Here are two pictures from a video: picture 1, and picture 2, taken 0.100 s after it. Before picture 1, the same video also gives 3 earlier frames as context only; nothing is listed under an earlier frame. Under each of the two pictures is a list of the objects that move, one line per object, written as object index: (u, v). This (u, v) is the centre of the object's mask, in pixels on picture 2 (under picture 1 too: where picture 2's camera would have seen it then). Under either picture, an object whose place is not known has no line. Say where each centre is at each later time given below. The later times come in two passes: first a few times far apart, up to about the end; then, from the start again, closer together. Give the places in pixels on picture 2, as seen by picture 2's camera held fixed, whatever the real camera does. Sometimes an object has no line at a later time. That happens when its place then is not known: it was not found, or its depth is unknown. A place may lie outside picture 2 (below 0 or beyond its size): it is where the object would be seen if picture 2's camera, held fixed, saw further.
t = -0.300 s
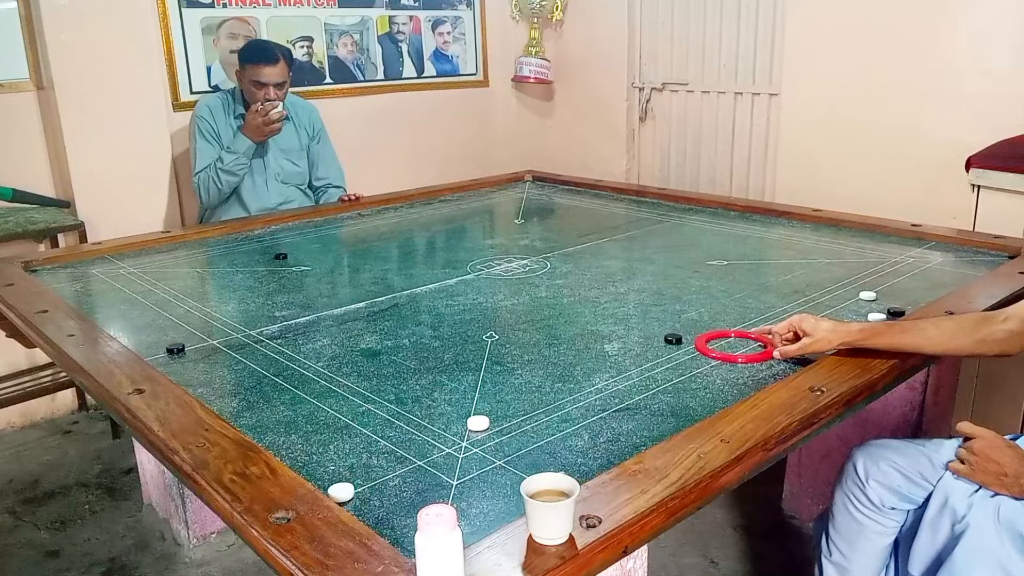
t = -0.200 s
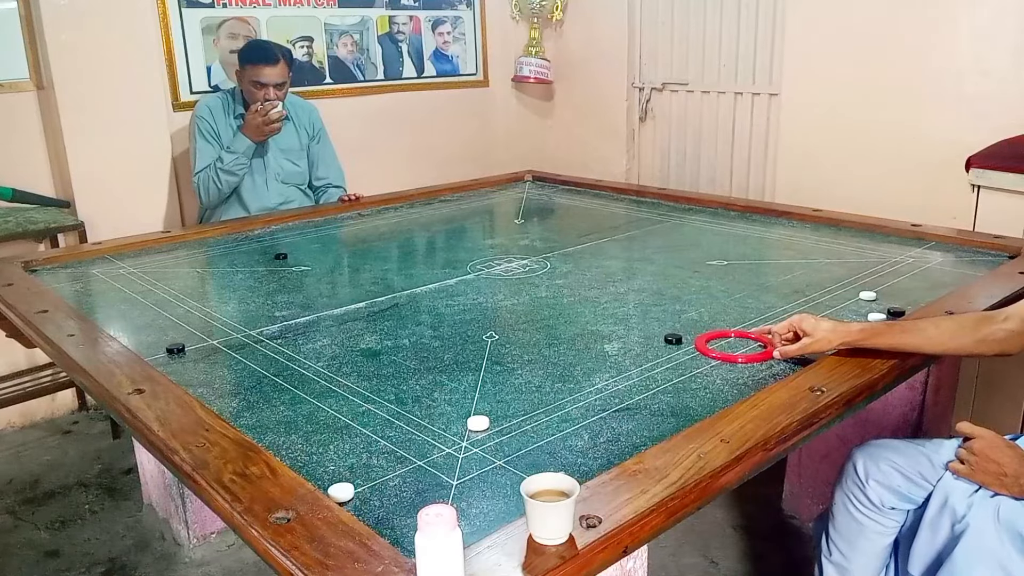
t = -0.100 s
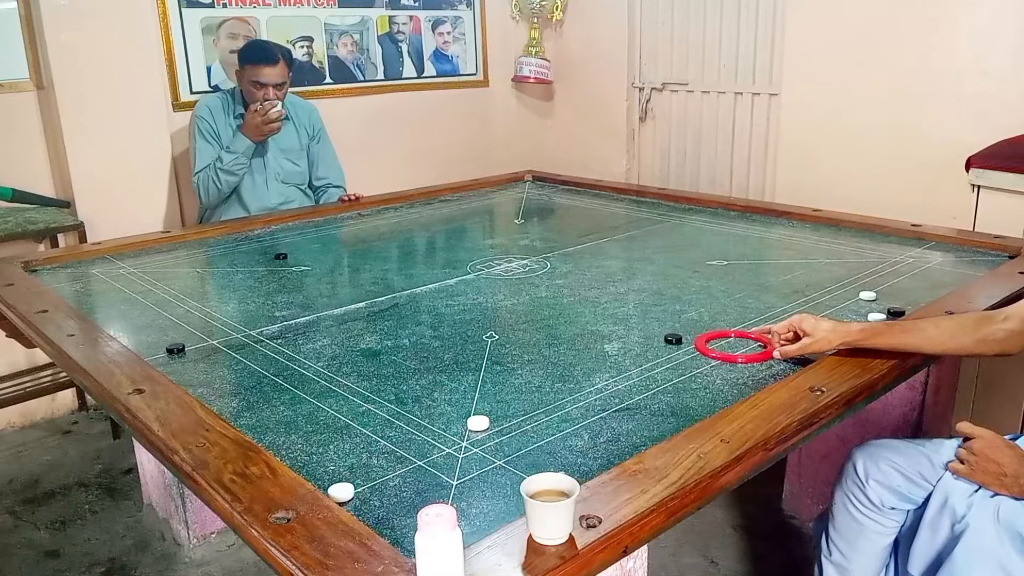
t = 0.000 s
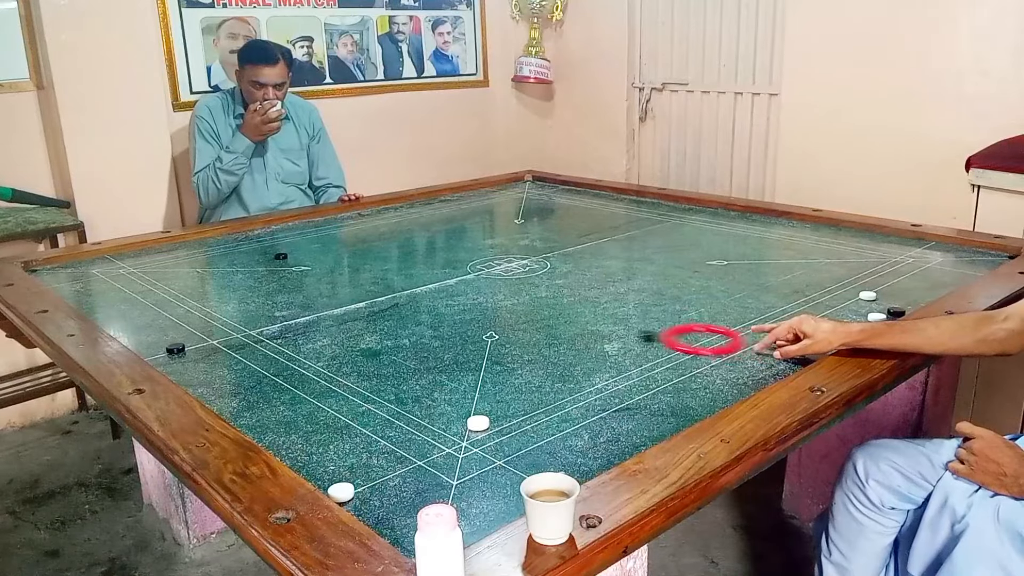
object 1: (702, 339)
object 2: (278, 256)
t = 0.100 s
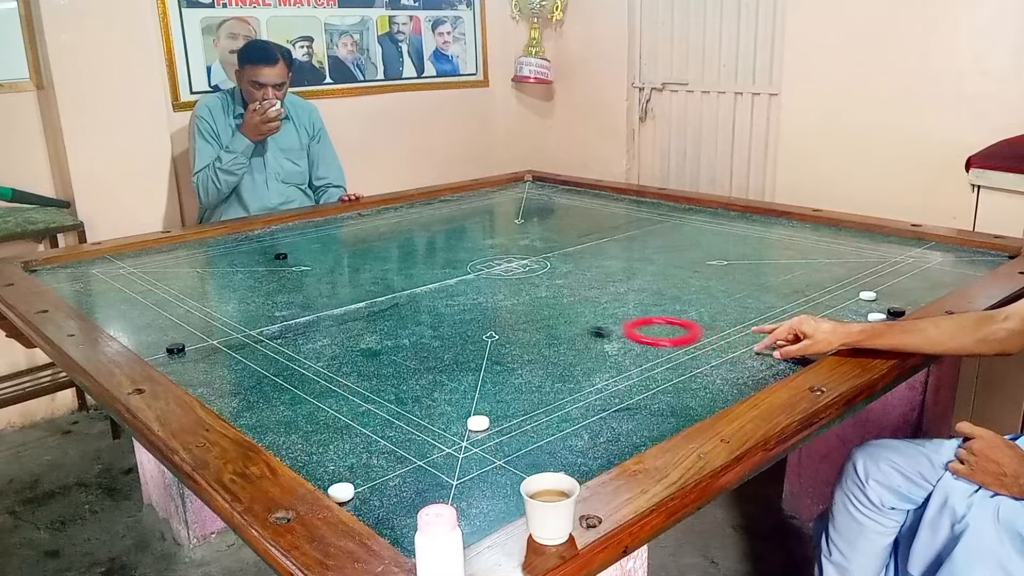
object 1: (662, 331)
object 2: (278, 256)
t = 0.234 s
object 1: (613, 321)
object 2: (278, 256)
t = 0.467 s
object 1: (538, 305)
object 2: (279, 256)
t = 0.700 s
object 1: (474, 291)
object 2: (278, 256)
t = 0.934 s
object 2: (279, 256)
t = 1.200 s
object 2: (278, 256)
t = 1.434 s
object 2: (278, 256)
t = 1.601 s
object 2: (259, 256)
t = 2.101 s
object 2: (170, 251)
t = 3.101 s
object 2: (137, 270)
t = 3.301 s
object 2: (141, 273)
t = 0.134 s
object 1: (649, 328)
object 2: (278, 256)
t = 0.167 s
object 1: (637, 325)
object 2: (278, 256)
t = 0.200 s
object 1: (625, 323)
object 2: (278, 256)
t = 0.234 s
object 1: (613, 321)
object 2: (278, 256)
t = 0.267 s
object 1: (601, 318)
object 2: (277, 256)
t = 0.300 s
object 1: (590, 316)
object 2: (277, 256)
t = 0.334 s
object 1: (579, 314)
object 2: (277, 256)
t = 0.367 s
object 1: (568, 311)
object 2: (277, 256)
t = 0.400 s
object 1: (558, 308)
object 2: (277, 256)
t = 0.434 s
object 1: (548, 307)
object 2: (278, 256)
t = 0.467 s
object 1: (538, 305)
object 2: (279, 256)
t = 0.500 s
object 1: (528, 303)
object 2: (278, 256)
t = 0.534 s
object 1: (519, 301)
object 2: (279, 256)
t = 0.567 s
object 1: (510, 299)
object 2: (279, 256)
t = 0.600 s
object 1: (500, 297)
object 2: (278, 256)
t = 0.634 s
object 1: (491, 295)
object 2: (278, 256)
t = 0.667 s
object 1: (482, 293)
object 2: (278, 256)
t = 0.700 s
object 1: (474, 291)
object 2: (278, 256)
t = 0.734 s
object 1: (466, 290)
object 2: (278, 256)
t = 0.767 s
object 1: (457, 288)
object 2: (278, 256)
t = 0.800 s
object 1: (449, 286)
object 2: (278, 256)
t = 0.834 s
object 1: (441, 284)
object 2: (279, 256)
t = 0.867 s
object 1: (433, 283)
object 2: (279, 256)
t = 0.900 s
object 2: (279, 256)
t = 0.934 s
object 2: (279, 256)
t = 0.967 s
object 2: (279, 256)
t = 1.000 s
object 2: (279, 256)
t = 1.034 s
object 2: (278, 256)
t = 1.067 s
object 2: (278, 256)
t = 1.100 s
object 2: (278, 256)
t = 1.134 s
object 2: (278, 256)
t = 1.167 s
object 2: (278, 256)
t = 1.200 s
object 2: (278, 256)
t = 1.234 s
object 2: (278, 256)
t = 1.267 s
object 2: (278, 256)
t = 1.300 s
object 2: (278, 256)
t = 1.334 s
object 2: (278, 256)
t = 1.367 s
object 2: (278, 256)
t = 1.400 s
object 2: (278, 256)
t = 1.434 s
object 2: (278, 256)
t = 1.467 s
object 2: (277, 256)
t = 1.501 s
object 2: (274, 256)
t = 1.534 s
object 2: (269, 256)
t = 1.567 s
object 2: (264, 256)
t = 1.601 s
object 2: (259, 256)
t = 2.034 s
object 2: (180, 251)
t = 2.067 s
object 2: (174, 251)
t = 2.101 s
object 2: (170, 251)
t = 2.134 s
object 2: (164, 252)
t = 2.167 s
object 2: (159, 251)
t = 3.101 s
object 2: (137, 270)
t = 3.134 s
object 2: (137, 271)
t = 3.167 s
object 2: (137, 271)
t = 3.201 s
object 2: (138, 272)
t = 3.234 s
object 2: (138, 272)
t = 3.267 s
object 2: (140, 272)
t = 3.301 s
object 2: (141, 273)
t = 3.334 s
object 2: (142, 273)
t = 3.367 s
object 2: (143, 273)
